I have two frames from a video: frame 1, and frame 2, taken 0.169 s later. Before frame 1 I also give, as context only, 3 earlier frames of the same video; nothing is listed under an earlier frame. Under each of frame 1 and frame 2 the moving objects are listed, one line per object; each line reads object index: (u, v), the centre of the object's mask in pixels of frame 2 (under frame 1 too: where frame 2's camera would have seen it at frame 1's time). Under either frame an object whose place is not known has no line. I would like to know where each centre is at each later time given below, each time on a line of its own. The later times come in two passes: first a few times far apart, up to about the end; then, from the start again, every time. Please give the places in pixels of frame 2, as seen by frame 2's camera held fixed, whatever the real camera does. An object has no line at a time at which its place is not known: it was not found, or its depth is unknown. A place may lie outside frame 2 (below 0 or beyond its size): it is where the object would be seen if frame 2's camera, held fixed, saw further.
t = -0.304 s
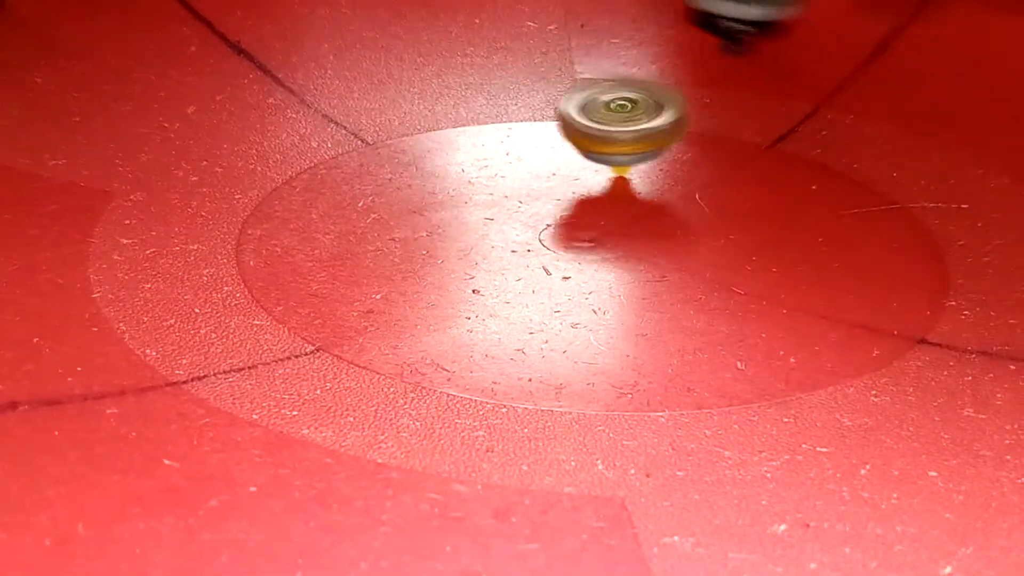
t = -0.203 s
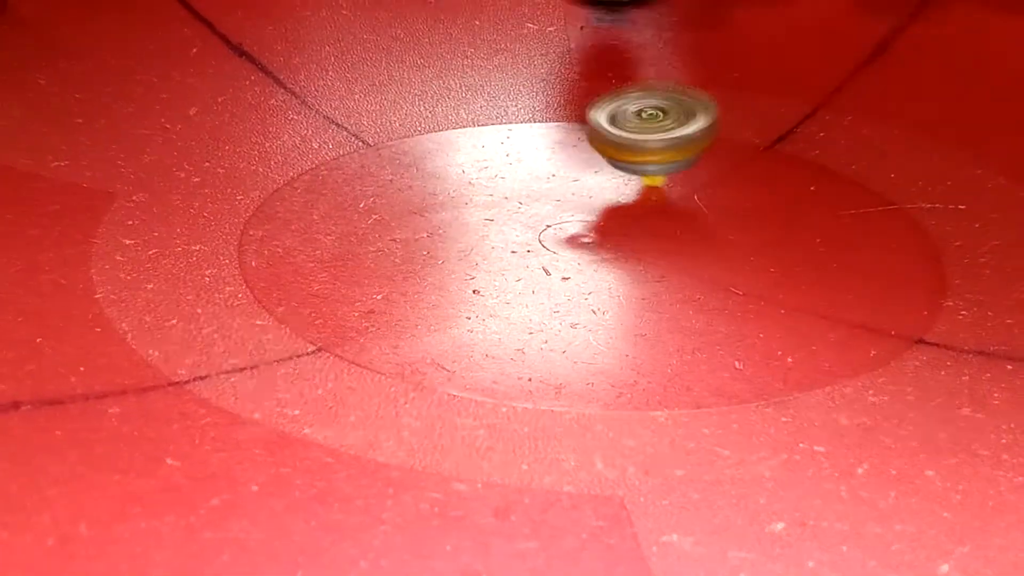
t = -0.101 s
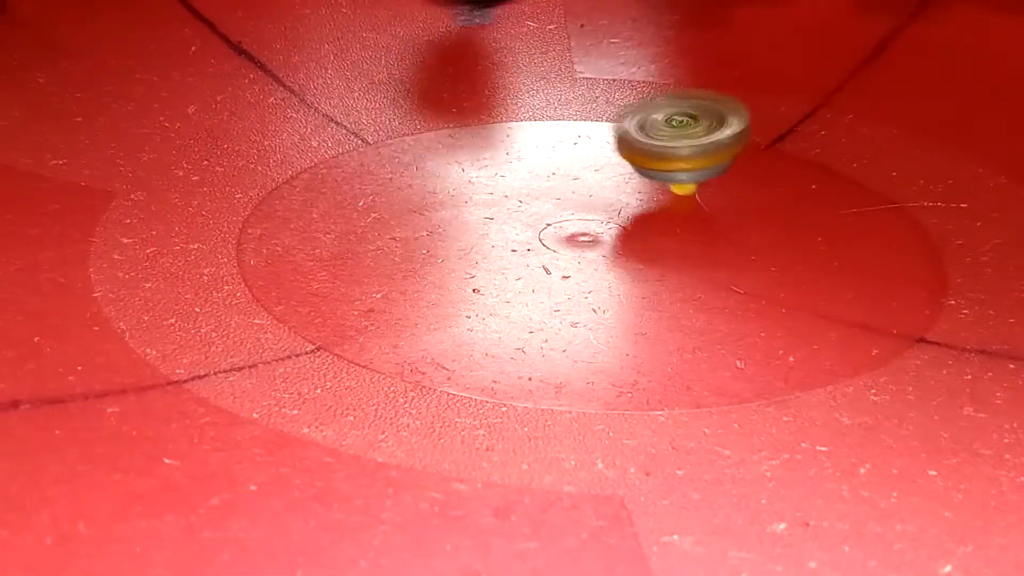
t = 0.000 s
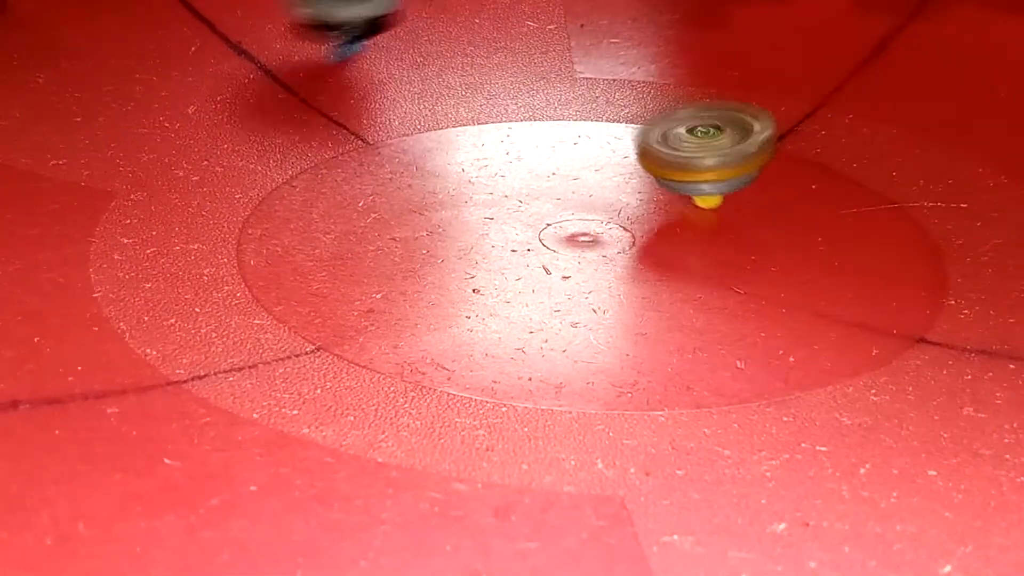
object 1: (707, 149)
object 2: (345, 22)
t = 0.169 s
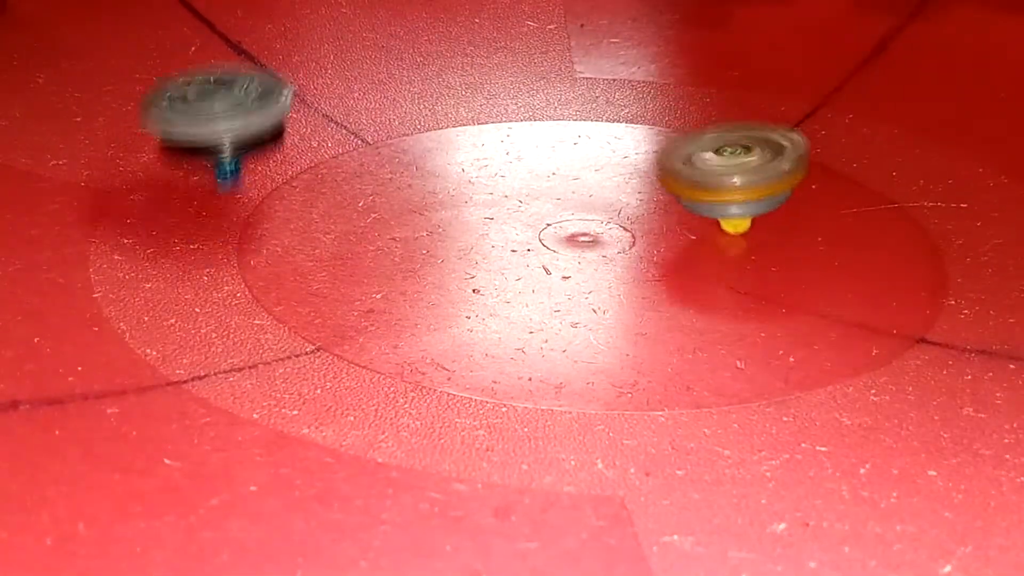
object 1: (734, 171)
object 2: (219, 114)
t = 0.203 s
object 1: (738, 176)
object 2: (218, 145)
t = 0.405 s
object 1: (731, 203)
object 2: (487, 323)
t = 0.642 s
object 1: (674, 231)
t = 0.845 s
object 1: (594, 238)
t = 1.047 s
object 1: (509, 229)
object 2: (824, 96)
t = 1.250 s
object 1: (454, 203)
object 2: (486, 78)
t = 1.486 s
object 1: (433, 171)
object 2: (153, 116)
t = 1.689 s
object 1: (447, 146)
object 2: (97, 230)
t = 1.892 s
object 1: (490, 129)
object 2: (564, 306)
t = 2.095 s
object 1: (548, 124)
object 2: (838, 207)
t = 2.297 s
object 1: (609, 126)
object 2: (821, 105)
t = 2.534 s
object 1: (672, 138)
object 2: (609, 43)
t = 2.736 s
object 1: (709, 160)
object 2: (413, 80)
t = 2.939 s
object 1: (717, 184)
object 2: (354, 172)
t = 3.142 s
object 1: (688, 206)
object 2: (510, 270)
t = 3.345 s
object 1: (627, 218)
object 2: (814, 289)
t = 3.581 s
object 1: (540, 213)
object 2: (913, 202)
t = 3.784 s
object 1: (484, 196)
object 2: (768, 140)
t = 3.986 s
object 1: (462, 170)
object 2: (595, 114)
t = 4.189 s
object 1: (436, 160)
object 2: (479, 96)
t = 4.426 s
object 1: (420, 158)
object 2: (426, 90)
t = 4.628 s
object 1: (416, 163)
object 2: (436, 96)
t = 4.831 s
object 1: (418, 168)
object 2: (490, 106)
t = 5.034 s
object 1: (424, 170)
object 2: (540, 107)
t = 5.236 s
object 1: (432, 173)
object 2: (547, 102)
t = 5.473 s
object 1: (433, 178)
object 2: (554, 106)
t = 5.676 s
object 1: (436, 182)
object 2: (576, 106)
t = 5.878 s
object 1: (439, 186)
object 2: (578, 106)
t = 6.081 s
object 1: (445, 189)
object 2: (586, 107)
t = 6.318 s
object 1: (459, 194)
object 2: (590, 108)
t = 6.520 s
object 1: (471, 194)
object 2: (593, 109)
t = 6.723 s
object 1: (481, 195)
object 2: (597, 110)
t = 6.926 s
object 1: (494, 199)
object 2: (597, 110)
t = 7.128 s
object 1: (505, 200)
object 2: (599, 110)
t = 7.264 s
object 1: (511, 202)
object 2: (599, 110)
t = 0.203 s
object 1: (738, 176)
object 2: (218, 145)
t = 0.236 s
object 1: (740, 180)
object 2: (228, 175)
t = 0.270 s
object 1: (740, 185)
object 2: (252, 205)
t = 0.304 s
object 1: (739, 190)
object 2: (291, 236)
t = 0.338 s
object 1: (737, 194)
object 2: (339, 266)
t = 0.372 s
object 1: (734, 199)
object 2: (401, 294)
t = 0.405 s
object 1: (731, 203)
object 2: (487, 323)
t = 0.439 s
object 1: (726, 208)
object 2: (605, 345)
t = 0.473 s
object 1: (721, 212)
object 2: (717, 361)
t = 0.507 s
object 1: (713, 217)
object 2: (815, 366)
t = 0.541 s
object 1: (704, 221)
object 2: (901, 364)
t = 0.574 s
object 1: (695, 225)
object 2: (955, 352)
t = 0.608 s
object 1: (685, 228)
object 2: (994, 322)
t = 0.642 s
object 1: (674, 231)
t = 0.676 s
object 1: (662, 233)
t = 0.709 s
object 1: (650, 235)
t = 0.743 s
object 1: (636, 236)
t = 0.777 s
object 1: (622, 238)
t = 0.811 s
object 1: (608, 238)
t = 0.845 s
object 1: (594, 238)
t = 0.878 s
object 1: (578, 238)
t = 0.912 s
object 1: (564, 237)
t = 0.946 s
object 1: (551, 235)
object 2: (979, 122)
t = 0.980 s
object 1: (535, 234)
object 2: (944, 109)
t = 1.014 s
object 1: (522, 232)
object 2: (886, 102)
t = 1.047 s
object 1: (509, 229)
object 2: (824, 96)
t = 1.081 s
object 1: (498, 226)
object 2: (766, 92)
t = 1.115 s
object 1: (487, 222)
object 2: (710, 88)
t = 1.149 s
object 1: (477, 219)
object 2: (656, 82)
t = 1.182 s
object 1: (470, 215)
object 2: (596, 80)
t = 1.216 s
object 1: (463, 209)
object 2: (538, 79)
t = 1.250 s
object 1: (454, 203)
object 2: (486, 78)
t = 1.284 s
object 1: (447, 198)
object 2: (435, 82)
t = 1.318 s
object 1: (442, 194)
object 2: (385, 87)
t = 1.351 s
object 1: (438, 190)
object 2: (335, 91)
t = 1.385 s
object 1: (435, 186)
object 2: (286, 96)
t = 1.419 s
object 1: (434, 181)
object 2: (240, 99)
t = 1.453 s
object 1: (434, 176)
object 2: (195, 107)
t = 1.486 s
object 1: (433, 171)
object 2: (153, 116)
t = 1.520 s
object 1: (433, 167)
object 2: (118, 128)
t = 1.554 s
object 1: (434, 162)
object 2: (91, 142)
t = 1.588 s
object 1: (436, 158)
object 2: (78, 160)
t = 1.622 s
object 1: (438, 154)
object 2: (75, 181)
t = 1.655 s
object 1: (442, 150)
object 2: (80, 204)
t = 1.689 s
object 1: (447, 146)
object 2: (97, 230)
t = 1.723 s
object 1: (453, 143)
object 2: (140, 253)
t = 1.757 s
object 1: (459, 139)
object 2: (211, 278)
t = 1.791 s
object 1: (467, 137)
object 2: (294, 294)
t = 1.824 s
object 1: (474, 134)
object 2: (378, 306)
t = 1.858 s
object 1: (482, 131)
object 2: (468, 311)
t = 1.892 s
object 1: (490, 129)
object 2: (564, 306)
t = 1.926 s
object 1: (499, 127)
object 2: (647, 296)
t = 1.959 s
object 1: (509, 126)
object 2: (709, 284)
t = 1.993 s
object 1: (518, 125)
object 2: (755, 266)
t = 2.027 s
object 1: (527, 124)
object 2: (791, 247)
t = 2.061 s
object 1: (537, 124)
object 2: (819, 227)
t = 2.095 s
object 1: (548, 124)
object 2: (838, 207)
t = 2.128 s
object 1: (558, 124)
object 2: (850, 189)
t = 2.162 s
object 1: (568, 123)
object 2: (857, 171)
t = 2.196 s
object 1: (579, 123)
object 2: (855, 152)
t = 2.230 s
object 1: (589, 124)
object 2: (847, 135)
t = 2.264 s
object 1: (600, 124)
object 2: (837, 119)
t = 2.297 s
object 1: (609, 126)
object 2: (821, 105)
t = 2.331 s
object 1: (620, 127)
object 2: (799, 90)
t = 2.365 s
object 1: (629, 129)
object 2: (775, 79)
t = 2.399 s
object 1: (639, 130)
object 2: (747, 68)
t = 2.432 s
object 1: (649, 132)
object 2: (717, 57)
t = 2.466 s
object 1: (657, 135)
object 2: (681, 49)
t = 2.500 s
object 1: (664, 137)
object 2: (647, 46)
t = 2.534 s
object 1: (672, 138)
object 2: (609, 43)
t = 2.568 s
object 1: (681, 142)
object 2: (574, 46)
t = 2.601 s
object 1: (688, 145)
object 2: (537, 48)
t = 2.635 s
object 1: (694, 149)
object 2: (504, 52)
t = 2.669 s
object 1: (700, 152)
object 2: (470, 60)
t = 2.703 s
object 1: (706, 156)
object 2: (440, 69)
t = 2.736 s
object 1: (709, 160)
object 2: (413, 80)
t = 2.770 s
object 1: (713, 164)
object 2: (390, 93)
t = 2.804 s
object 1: (716, 168)
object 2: (373, 107)
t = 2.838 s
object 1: (717, 171)
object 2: (359, 122)
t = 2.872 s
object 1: (719, 175)
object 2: (352, 138)
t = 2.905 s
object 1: (719, 179)
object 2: (350, 155)
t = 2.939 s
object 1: (717, 184)
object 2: (354, 172)
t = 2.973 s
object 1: (715, 188)
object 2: (363, 189)
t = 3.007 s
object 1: (711, 191)
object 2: (378, 207)
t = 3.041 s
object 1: (706, 195)
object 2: (400, 224)
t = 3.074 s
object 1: (701, 199)
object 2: (431, 240)
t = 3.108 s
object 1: (695, 202)
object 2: (470, 256)
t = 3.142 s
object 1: (688, 206)
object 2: (510, 270)
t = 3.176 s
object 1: (683, 206)
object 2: (563, 280)
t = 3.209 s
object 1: (676, 199)
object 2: (618, 289)
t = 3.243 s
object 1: (662, 198)
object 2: (673, 292)
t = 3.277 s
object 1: (646, 204)
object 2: (723, 295)
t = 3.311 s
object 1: (636, 215)
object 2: (772, 293)
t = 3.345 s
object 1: (627, 218)
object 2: (814, 289)
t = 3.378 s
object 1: (615, 218)
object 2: (853, 281)
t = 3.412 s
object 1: (602, 218)
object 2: (882, 272)
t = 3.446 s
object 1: (589, 217)
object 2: (907, 259)
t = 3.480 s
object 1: (577, 217)
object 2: (919, 246)
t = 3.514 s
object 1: (564, 217)
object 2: (924, 232)
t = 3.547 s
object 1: (551, 215)
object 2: (924, 216)
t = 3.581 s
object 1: (540, 213)
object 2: (913, 202)
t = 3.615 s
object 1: (529, 211)
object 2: (898, 189)
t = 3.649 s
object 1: (518, 208)
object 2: (877, 176)
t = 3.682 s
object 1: (507, 205)
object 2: (851, 165)
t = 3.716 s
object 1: (499, 202)
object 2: (825, 156)
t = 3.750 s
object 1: (491, 199)
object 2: (797, 147)
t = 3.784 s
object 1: (484, 196)
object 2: (768, 140)
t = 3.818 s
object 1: (477, 191)
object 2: (741, 134)
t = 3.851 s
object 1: (472, 186)
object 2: (714, 128)
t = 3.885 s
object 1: (468, 183)
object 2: (686, 124)
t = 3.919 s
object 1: (465, 181)
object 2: (656, 120)
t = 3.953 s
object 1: (463, 176)
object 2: (626, 117)
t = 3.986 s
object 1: (462, 170)
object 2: (595, 114)
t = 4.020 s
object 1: (461, 167)
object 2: (566, 115)
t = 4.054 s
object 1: (462, 162)
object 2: (542, 111)
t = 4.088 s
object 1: (454, 161)
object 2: (520, 106)
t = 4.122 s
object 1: (445, 162)
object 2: (507, 103)
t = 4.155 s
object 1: (440, 161)
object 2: (492, 99)
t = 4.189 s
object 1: (436, 160)
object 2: (479, 96)
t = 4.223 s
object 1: (435, 158)
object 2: (467, 94)
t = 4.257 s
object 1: (433, 156)
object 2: (456, 92)
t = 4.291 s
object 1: (429, 157)
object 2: (447, 92)
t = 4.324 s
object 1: (426, 158)
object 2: (441, 90)
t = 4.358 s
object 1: (424, 158)
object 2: (435, 89)
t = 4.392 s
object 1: (422, 159)
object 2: (431, 90)
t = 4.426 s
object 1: (420, 158)
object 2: (426, 90)
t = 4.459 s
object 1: (419, 159)
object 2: (425, 90)
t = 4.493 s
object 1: (419, 159)
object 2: (423, 91)
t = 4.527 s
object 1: (418, 160)
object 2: (424, 91)
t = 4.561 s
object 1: (417, 161)
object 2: (426, 93)
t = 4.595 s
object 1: (416, 162)
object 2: (430, 94)
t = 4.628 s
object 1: (416, 163)
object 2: (436, 96)
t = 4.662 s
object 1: (416, 163)
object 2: (442, 97)
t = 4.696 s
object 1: (416, 164)
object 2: (452, 99)
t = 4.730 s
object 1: (416, 165)
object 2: (460, 101)
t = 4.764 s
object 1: (417, 165)
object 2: (471, 102)
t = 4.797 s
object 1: (417, 167)
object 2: (481, 104)
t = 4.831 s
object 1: (418, 168)
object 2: (490, 106)
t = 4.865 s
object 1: (419, 168)
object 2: (500, 109)
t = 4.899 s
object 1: (421, 168)
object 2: (510, 109)
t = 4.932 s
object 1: (422, 169)
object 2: (519, 110)
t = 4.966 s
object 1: (423, 170)
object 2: (527, 109)
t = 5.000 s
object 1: (423, 171)
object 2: (533, 109)
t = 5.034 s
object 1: (424, 170)
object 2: (540, 107)
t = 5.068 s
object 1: (423, 172)
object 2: (544, 106)
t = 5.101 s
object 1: (423, 172)
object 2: (548, 105)
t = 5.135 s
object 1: (427, 171)
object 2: (549, 103)
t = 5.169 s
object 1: (431, 172)
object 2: (549, 102)
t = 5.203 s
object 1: (431, 172)
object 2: (549, 102)
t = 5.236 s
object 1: (432, 173)
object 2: (547, 102)
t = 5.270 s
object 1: (432, 174)
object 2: (544, 102)
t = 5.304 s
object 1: (433, 174)
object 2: (543, 103)
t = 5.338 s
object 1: (433, 175)
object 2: (544, 103)
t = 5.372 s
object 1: (433, 175)
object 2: (544, 104)
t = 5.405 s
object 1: (433, 177)
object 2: (548, 105)
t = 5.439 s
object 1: (433, 177)
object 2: (550, 106)
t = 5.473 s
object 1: (433, 178)
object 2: (554, 106)
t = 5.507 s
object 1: (434, 178)
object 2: (559, 107)
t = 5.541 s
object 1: (434, 179)
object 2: (564, 107)
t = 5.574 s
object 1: (436, 180)
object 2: (569, 107)
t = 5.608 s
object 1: (436, 181)
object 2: (573, 107)
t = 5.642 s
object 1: (436, 181)
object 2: (576, 107)
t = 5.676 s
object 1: (436, 182)
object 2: (576, 106)
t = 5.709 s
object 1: (437, 183)
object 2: (578, 107)
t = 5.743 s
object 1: (437, 184)
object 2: (579, 106)
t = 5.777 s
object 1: (437, 184)
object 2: (579, 106)
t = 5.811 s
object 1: (438, 185)
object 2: (578, 106)
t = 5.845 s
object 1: (439, 185)
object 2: (578, 106)
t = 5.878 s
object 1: (439, 186)
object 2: (578, 106)
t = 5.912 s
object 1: (440, 186)
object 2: (578, 106)
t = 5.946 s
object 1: (441, 187)
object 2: (579, 107)
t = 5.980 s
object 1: (442, 187)
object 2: (581, 107)
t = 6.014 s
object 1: (443, 188)
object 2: (584, 107)
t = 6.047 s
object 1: (444, 188)
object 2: (585, 107)
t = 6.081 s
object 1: (445, 189)
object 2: (586, 107)
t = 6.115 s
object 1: (446, 189)
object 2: (587, 107)
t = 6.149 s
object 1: (447, 189)
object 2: (586, 107)
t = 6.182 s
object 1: (448, 190)
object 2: (586, 107)
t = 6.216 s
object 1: (451, 190)
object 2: (587, 108)
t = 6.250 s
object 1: (452, 191)
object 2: (588, 108)
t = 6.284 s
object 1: (455, 193)
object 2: (589, 108)
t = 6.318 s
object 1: (459, 194)
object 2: (590, 108)
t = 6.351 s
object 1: (460, 194)
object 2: (590, 108)
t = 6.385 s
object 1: (463, 194)
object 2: (590, 108)
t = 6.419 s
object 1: (466, 193)
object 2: (591, 108)
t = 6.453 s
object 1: (468, 193)
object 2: (592, 108)
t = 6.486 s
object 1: (470, 194)
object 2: (593, 109)
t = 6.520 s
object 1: (471, 194)
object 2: (593, 109)
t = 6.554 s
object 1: (471, 193)
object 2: (594, 109)
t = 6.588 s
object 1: (474, 195)
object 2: (595, 109)
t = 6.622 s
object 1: (476, 196)
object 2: (596, 110)
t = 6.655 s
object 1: (477, 194)
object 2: (596, 109)
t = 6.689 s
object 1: (480, 195)
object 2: (596, 110)
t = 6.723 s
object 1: (481, 195)
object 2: (597, 110)
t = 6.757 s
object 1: (483, 196)
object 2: (597, 109)
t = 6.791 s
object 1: (484, 196)
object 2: (597, 110)
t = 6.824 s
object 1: (487, 196)
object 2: (598, 110)
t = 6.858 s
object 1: (488, 197)
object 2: (598, 110)
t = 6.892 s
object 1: (490, 197)
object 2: (598, 110)
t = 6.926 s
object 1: (494, 199)
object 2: (597, 110)
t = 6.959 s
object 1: (496, 199)
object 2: (597, 110)
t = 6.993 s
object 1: (497, 199)
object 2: (598, 110)
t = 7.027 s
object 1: (500, 200)
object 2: (598, 110)
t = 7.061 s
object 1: (501, 200)
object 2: (598, 110)
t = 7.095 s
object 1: (503, 200)
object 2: (599, 110)
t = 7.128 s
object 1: (505, 200)
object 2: (599, 110)
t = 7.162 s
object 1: (505, 199)
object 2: (599, 110)
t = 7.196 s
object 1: (508, 201)
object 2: (598, 111)
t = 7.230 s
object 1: (510, 201)
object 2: (598, 110)
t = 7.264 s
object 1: (511, 202)
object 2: (599, 110)
